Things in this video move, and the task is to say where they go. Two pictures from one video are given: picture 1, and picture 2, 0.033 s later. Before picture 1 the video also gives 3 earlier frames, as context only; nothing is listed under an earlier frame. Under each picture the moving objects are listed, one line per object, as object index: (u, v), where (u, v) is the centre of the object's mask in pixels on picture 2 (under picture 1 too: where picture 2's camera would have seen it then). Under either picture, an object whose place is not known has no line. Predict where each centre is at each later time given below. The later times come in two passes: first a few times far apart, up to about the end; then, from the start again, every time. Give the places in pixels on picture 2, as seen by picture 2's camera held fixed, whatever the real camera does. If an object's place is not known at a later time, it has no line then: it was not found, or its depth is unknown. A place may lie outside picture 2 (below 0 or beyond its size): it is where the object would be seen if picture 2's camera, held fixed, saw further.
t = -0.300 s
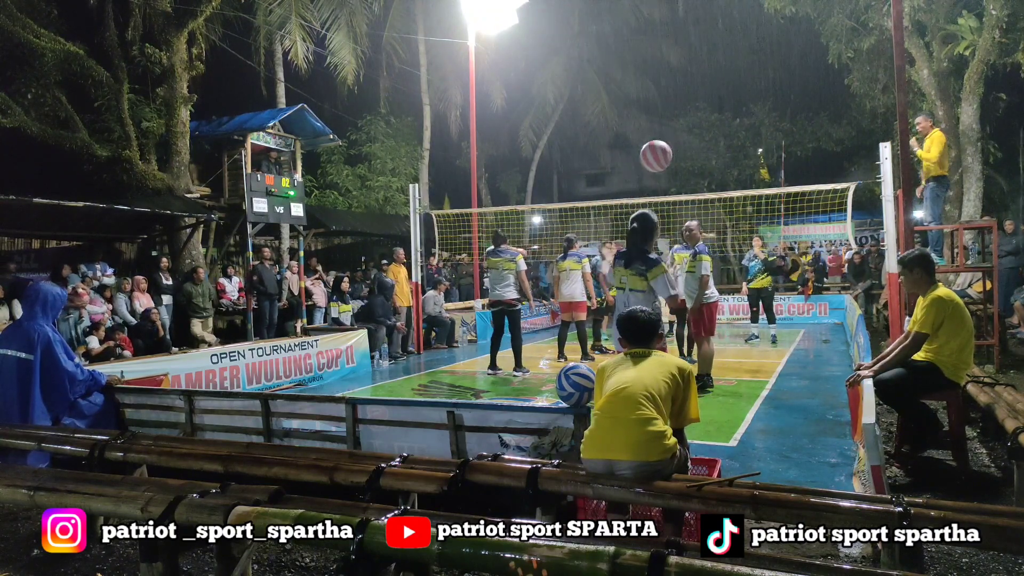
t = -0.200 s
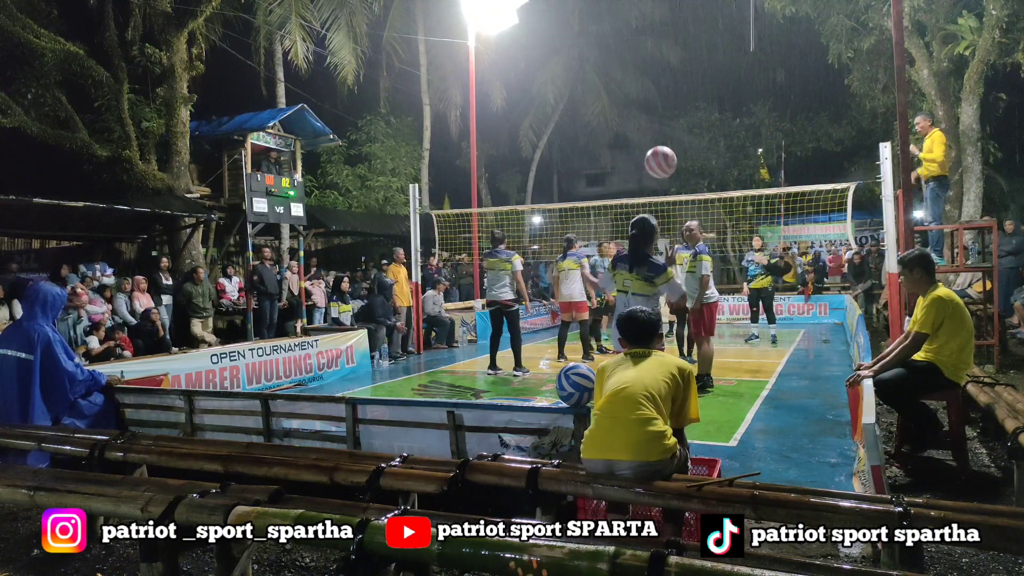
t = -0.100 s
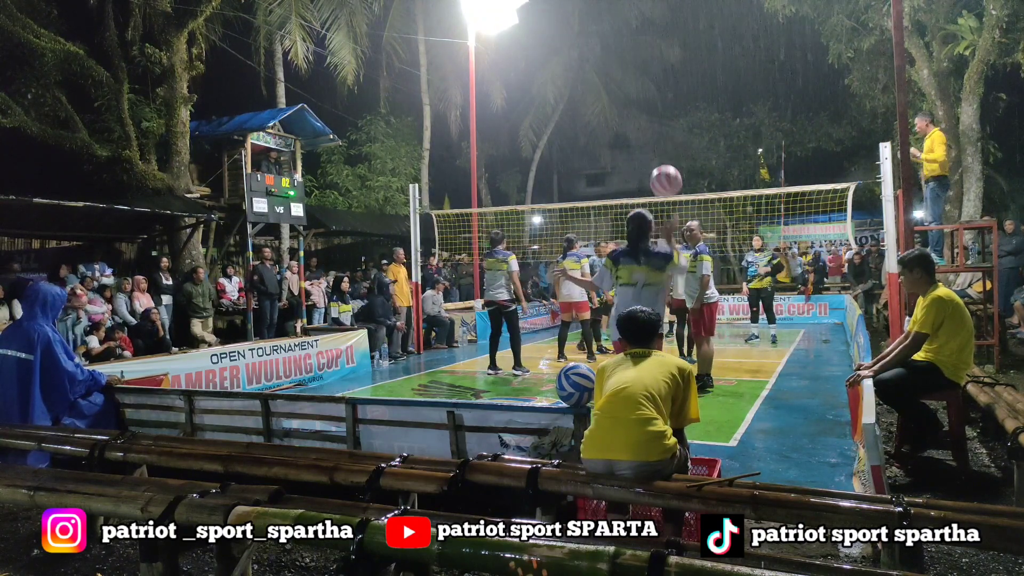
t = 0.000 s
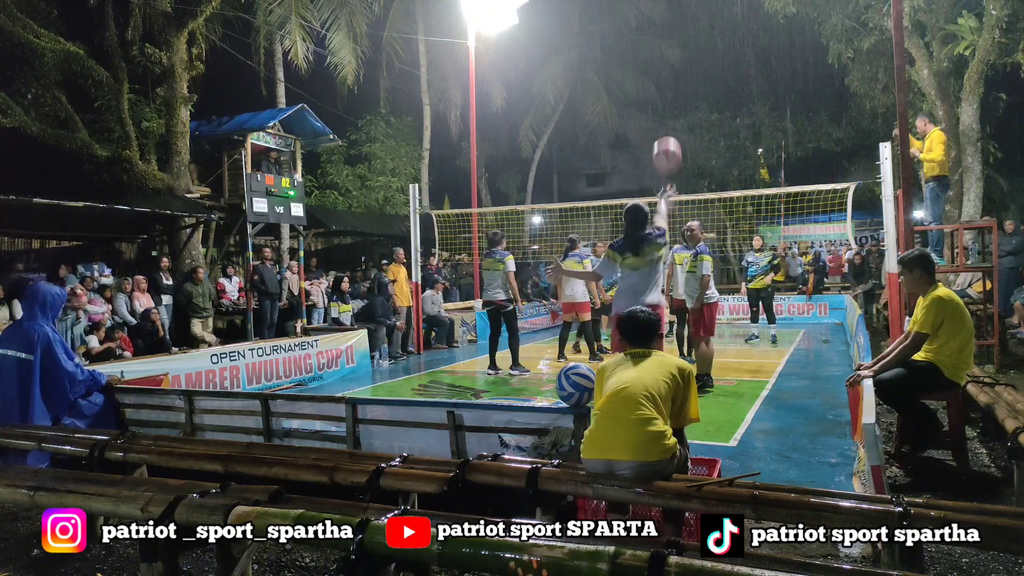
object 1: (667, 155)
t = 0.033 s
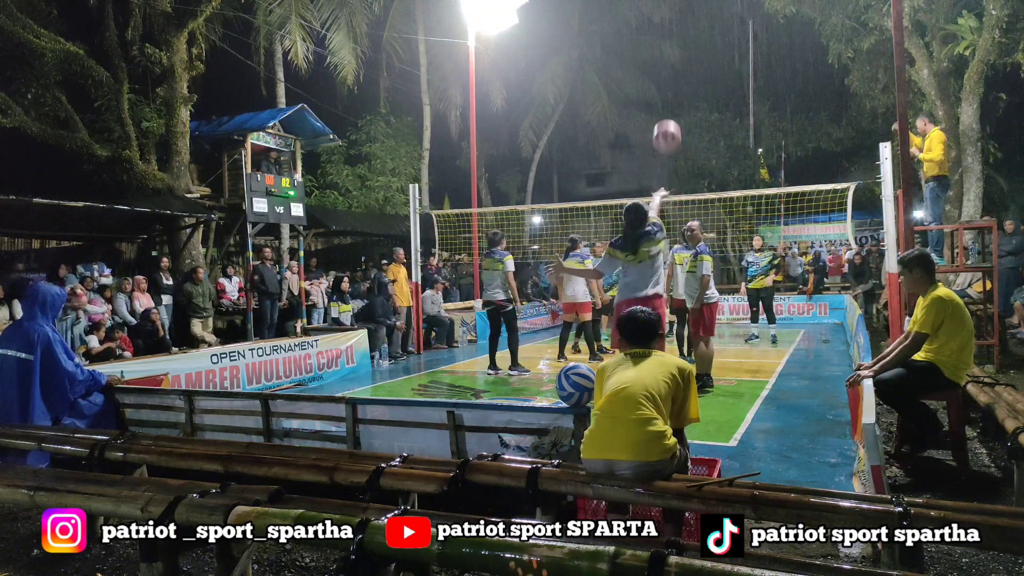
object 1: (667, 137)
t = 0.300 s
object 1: (668, 79)
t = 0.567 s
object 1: (674, 96)
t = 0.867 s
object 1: (684, 162)
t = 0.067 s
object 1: (667, 122)
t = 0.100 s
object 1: (667, 110)
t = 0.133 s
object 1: (667, 101)
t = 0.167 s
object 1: (668, 94)
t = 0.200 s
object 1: (668, 88)
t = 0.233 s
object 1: (668, 83)
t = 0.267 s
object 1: (668, 80)
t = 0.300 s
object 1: (668, 79)
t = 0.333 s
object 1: (669, 77)
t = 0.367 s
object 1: (669, 77)
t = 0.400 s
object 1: (670, 78)
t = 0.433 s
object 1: (671, 79)
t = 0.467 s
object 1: (671, 82)
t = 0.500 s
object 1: (672, 86)
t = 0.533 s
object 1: (673, 90)
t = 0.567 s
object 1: (674, 96)
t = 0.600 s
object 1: (675, 102)
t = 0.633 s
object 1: (676, 108)
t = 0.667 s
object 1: (677, 115)
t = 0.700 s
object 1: (678, 122)
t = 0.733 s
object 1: (679, 129)
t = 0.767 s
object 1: (680, 137)
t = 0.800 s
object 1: (682, 145)
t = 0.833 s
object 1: (683, 154)
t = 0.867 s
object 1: (684, 162)
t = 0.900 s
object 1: (686, 172)
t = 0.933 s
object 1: (687, 181)
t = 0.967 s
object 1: (688, 189)
